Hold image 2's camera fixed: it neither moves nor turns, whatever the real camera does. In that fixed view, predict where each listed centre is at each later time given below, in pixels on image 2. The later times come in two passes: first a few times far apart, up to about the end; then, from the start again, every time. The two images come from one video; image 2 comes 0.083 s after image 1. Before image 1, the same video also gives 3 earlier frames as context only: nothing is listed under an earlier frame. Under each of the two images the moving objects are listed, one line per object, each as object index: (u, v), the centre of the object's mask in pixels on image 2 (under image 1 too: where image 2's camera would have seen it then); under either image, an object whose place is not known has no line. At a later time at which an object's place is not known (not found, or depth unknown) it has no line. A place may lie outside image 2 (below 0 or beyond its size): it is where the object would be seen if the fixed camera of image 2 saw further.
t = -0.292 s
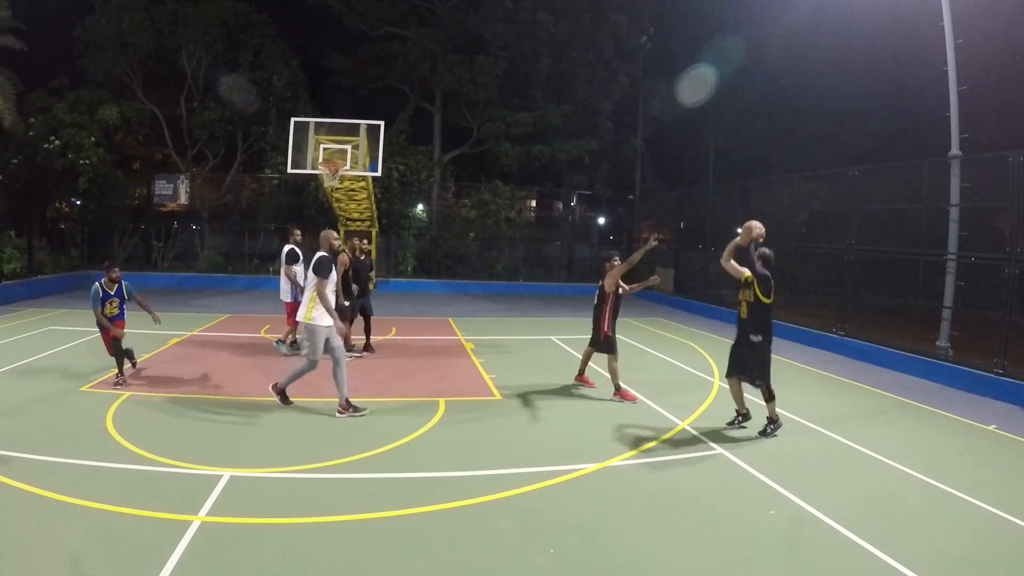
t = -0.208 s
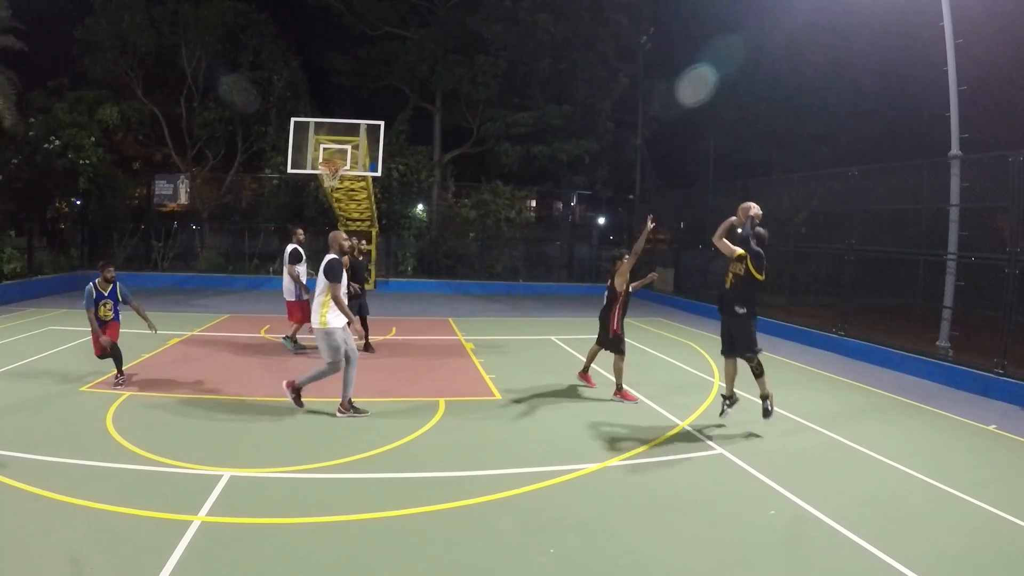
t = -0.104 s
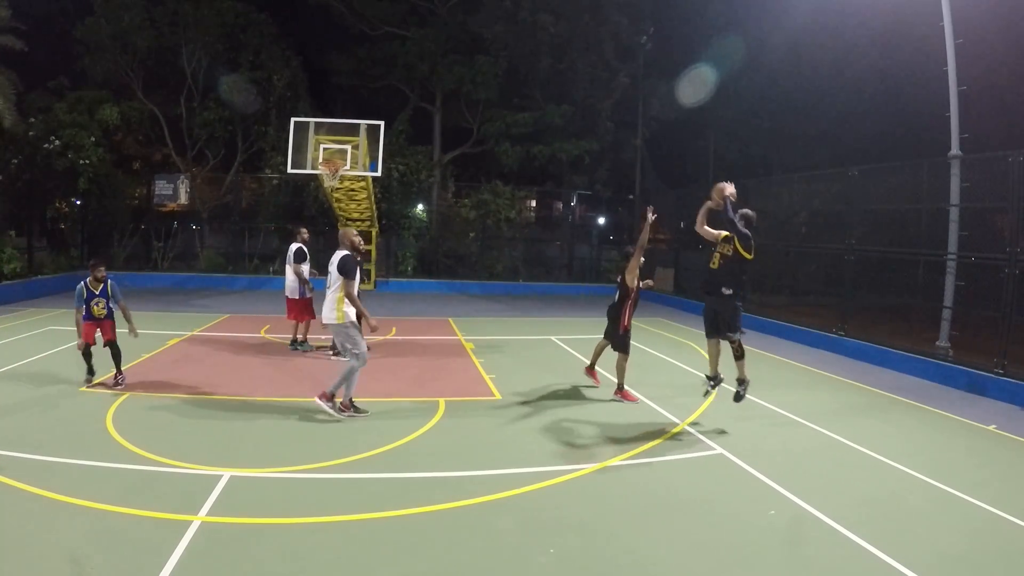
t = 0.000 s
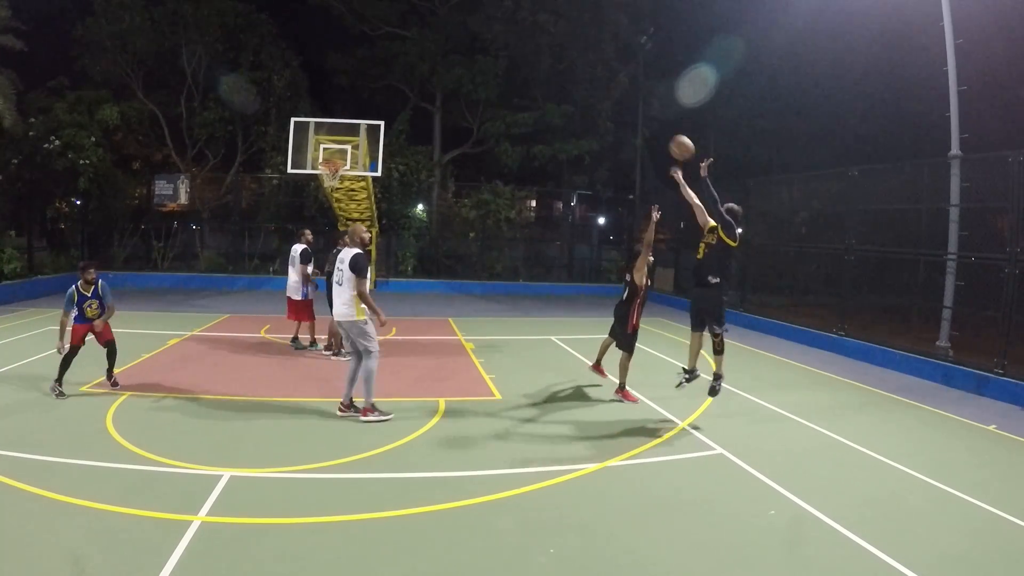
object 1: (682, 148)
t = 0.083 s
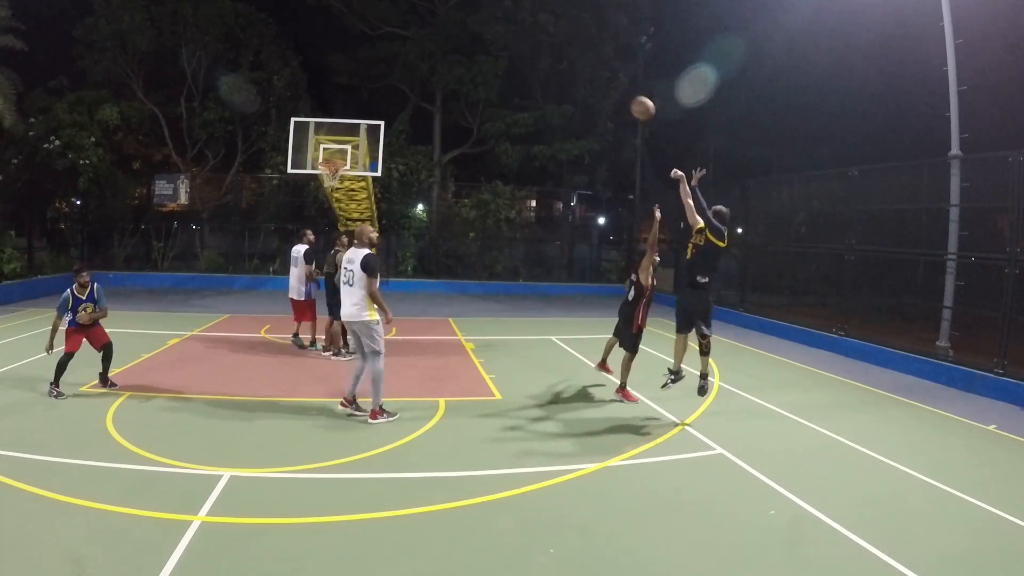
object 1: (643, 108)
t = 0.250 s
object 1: (573, 58)
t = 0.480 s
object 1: (497, 37)
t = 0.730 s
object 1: (430, 57)
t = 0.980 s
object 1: (376, 108)
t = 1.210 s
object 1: (348, 148)
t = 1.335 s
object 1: (359, 123)
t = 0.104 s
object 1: (633, 100)
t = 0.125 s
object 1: (624, 92)
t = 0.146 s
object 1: (615, 85)
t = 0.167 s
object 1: (606, 79)
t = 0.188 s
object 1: (598, 73)
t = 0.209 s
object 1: (589, 68)
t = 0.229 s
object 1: (581, 63)
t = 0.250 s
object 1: (573, 58)
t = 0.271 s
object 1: (566, 54)
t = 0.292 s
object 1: (558, 51)
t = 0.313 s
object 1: (550, 48)
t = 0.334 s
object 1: (543, 45)
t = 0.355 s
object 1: (536, 43)
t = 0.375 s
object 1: (529, 41)
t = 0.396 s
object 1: (522, 40)
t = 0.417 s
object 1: (516, 39)
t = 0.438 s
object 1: (509, 38)
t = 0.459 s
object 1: (503, 37)
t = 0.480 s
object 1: (497, 37)
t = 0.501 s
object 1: (491, 38)
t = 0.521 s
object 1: (485, 38)
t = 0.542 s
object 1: (479, 39)
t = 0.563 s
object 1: (473, 40)
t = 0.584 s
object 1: (467, 41)
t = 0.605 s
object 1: (462, 42)
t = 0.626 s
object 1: (456, 44)
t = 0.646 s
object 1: (451, 46)
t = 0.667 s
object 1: (446, 49)
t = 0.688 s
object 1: (440, 51)
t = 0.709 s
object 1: (435, 53)
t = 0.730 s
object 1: (430, 57)
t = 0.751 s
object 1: (426, 60)
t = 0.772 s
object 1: (421, 63)
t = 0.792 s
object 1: (416, 67)
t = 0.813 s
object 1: (411, 70)
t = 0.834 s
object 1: (407, 74)
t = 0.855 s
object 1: (402, 79)
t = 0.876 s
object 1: (398, 83)
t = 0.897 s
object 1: (393, 88)
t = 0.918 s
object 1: (389, 93)
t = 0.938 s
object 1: (385, 97)
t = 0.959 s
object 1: (381, 102)
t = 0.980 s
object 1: (376, 108)
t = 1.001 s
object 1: (372, 113)
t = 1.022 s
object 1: (369, 118)
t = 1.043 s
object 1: (365, 124)
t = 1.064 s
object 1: (361, 130)
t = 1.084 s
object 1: (355, 136)
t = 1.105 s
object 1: (354, 142)
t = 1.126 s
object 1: (350, 148)
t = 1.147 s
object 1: (346, 155)
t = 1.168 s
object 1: (344, 159)
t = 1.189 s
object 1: (346, 152)
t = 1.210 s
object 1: (348, 148)
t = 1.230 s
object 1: (350, 143)
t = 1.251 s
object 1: (352, 139)
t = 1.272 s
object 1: (353, 134)
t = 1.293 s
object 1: (355, 130)
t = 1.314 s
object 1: (356, 126)
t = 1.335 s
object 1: (359, 123)
